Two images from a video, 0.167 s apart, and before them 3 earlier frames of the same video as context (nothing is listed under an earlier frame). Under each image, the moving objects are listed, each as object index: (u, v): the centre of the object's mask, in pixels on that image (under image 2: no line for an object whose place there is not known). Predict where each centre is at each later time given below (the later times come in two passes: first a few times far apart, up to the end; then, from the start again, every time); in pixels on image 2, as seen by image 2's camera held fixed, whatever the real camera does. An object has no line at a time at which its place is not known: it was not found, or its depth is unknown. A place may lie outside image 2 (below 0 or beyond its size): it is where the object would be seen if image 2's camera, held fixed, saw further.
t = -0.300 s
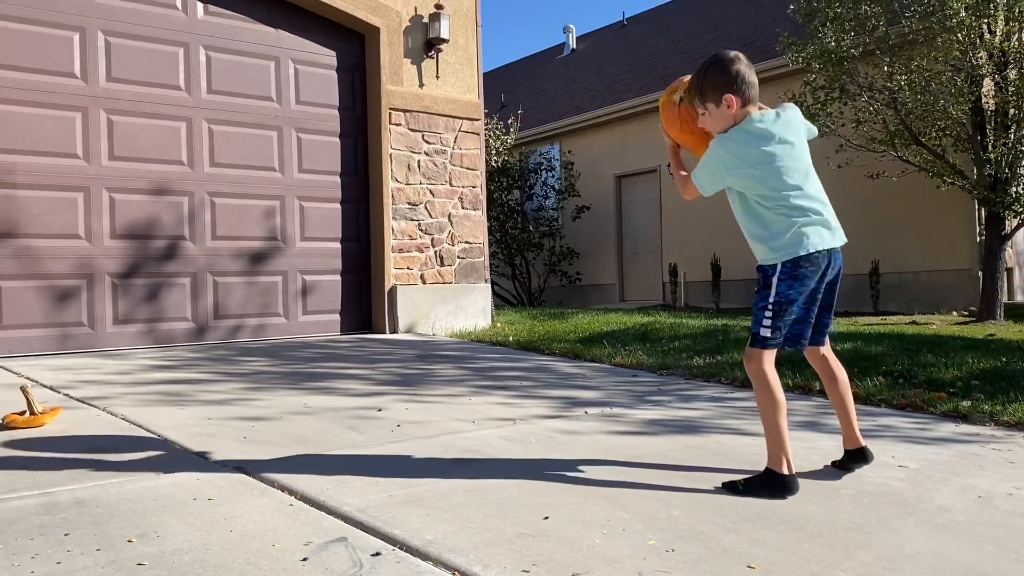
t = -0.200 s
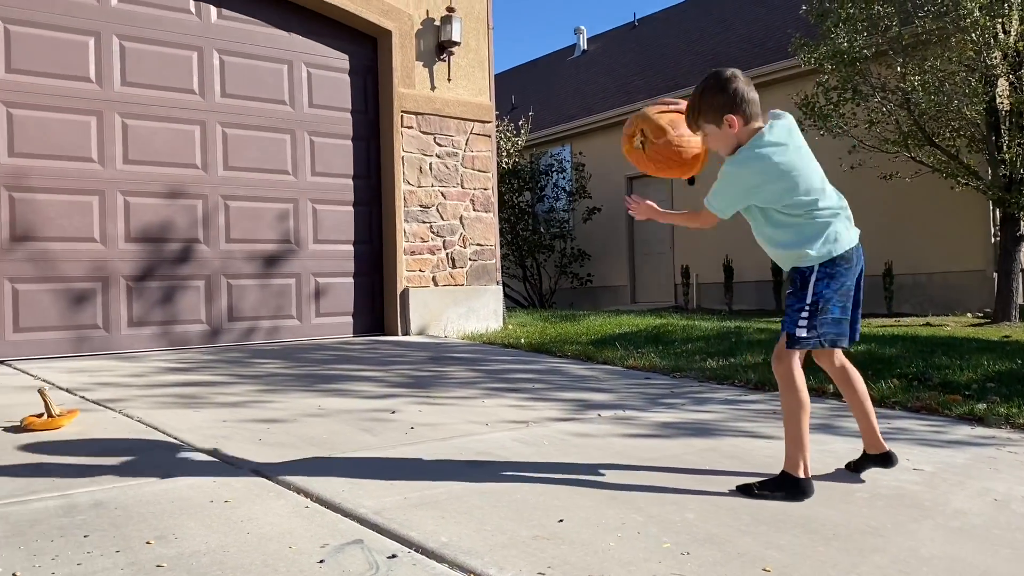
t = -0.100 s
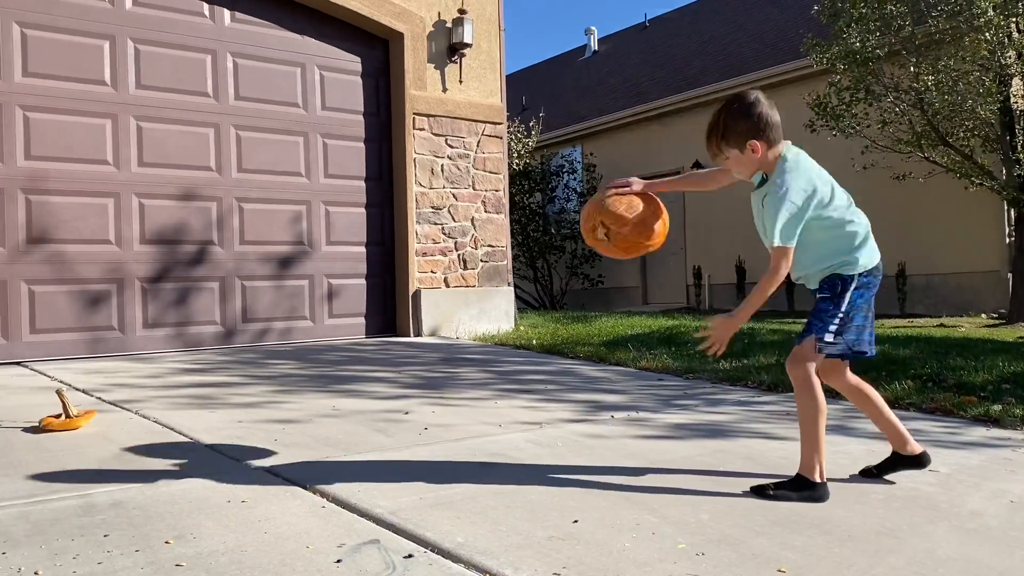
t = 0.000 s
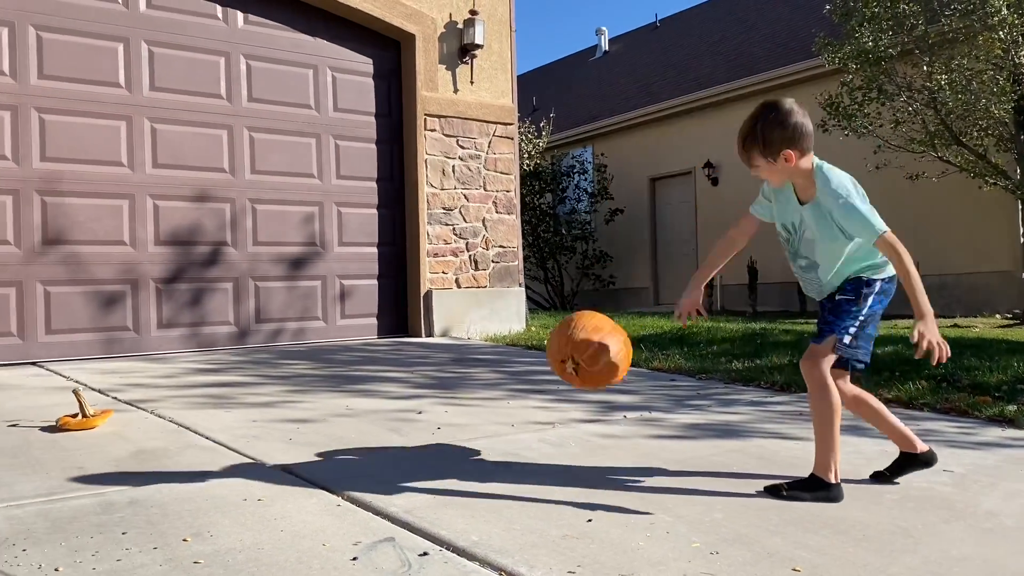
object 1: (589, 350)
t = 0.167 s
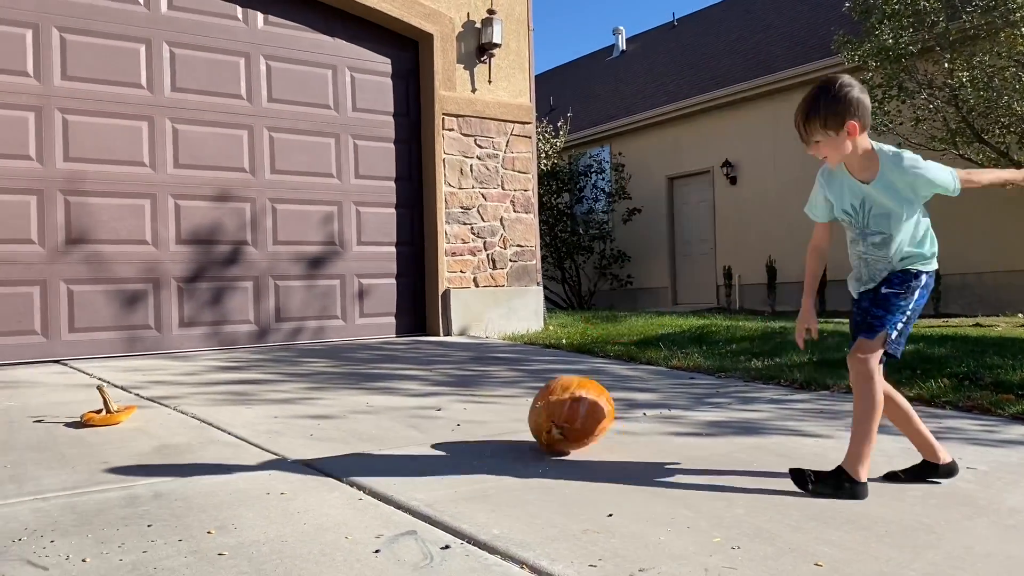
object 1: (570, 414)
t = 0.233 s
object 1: (565, 413)
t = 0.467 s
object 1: (568, 421)
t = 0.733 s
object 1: (597, 424)
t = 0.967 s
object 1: (594, 425)
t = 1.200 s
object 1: (586, 425)
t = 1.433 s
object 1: (589, 426)
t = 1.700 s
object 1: (588, 425)
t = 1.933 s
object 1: (589, 425)
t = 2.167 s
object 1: (588, 425)
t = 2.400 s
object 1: (588, 425)
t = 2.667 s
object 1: (589, 425)
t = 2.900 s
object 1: (589, 425)
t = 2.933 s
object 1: (588, 425)
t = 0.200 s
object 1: (567, 412)
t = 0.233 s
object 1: (565, 413)
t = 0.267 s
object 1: (563, 416)
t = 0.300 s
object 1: (561, 418)
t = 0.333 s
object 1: (561, 417)
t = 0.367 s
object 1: (562, 417)
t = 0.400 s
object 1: (563, 418)
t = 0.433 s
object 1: (565, 419)
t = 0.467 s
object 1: (568, 421)
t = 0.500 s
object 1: (571, 421)
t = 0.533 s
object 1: (574, 423)
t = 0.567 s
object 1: (579, 424)
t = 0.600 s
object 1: (583, 425)
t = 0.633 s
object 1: (587, 426)
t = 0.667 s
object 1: (591, 426)
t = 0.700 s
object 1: (594, 425)
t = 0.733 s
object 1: (597, 424)
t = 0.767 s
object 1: (599, 424)
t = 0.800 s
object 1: (600, 424)
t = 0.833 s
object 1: (600, 424)
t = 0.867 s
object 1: (599, 424)
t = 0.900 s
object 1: (598, 425)
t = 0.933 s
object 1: (596, 425)
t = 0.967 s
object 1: (594, 425)
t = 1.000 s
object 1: (592, 426)
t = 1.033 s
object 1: (590, 426)
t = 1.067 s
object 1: (589, 425)
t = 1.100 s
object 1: (588, 425)
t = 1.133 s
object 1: (587, 425)
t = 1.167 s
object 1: (586, 425)
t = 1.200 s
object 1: (586, 425)
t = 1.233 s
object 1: (586, 425)
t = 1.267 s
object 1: (586, 425)
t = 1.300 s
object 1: (587, 425)
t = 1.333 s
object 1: (588, 425)
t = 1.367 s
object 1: (588, 426)
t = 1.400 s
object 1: (589, 426)
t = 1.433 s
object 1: (589, 426)
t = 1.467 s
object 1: (589, 426)
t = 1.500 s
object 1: (589, 426)
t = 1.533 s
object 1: (589, 425)
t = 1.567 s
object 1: (589, 426)
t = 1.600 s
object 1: (588, 425)
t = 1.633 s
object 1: (588, 426)
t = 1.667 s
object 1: (588, 426)
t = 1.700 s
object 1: (588, 425)
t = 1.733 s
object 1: (588, 425)
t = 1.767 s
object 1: (588, 425)
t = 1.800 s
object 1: (588, 425)
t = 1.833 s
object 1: (588, 425)
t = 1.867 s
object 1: (589, 425)
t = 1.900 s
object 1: (589, 425)
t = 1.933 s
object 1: (589, 425)
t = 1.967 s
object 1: (588, 425)
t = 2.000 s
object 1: (588, 426)
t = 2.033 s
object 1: (588, 425)
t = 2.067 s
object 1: (588, 425)
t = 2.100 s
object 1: (588, 425)
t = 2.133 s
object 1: (588, 425)
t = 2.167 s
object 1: (588, 425)
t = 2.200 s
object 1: (588, 425)
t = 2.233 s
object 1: (588, 426)
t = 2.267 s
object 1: (588, 425)
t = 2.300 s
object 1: (588, 425)
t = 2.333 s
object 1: (588, 425)
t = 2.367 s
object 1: (588, 425)
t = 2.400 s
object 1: (588, 425)
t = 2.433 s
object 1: (588, 425)
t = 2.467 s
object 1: (588, 425)
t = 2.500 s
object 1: (588, 425)
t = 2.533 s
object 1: (589, 425)
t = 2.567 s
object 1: (589, 425)
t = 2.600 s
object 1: (589, 425)
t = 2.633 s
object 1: (588, 425)
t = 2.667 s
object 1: (589, 425)
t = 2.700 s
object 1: (589, 425)
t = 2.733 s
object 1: (589, 425)
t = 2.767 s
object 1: (589, 425)
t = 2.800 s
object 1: (589, 425)
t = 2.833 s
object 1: (589, 425)
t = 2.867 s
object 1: (589, 425)
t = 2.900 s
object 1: (589, 425)
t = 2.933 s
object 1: (588, 425)
